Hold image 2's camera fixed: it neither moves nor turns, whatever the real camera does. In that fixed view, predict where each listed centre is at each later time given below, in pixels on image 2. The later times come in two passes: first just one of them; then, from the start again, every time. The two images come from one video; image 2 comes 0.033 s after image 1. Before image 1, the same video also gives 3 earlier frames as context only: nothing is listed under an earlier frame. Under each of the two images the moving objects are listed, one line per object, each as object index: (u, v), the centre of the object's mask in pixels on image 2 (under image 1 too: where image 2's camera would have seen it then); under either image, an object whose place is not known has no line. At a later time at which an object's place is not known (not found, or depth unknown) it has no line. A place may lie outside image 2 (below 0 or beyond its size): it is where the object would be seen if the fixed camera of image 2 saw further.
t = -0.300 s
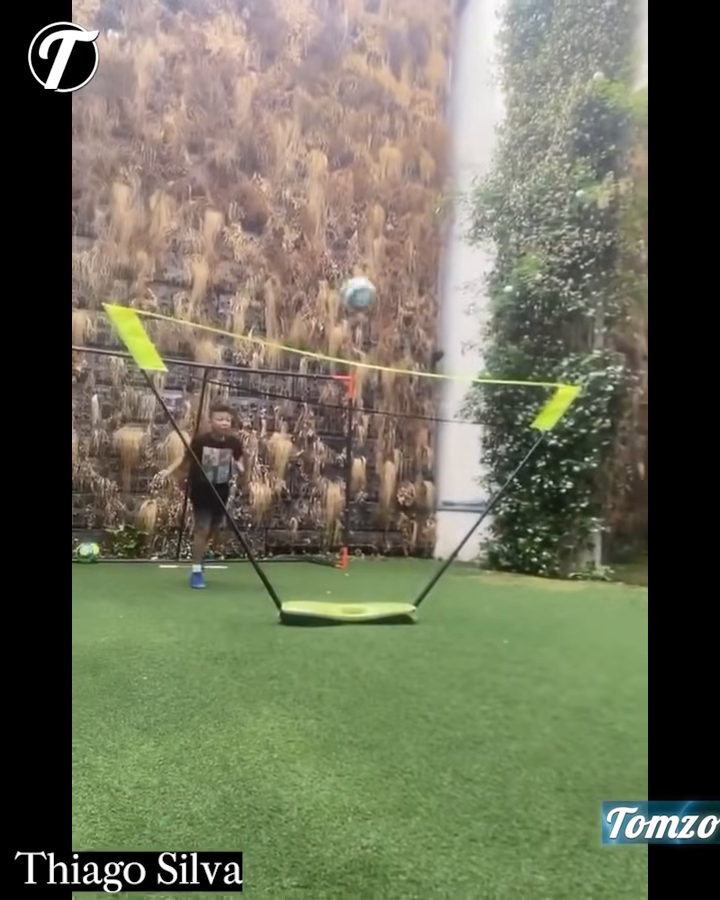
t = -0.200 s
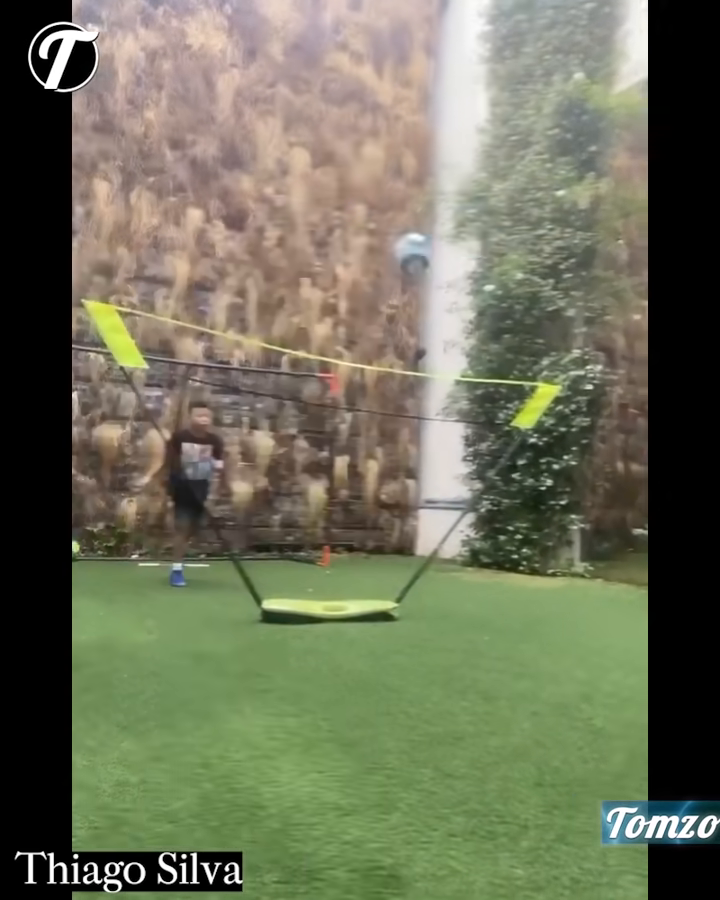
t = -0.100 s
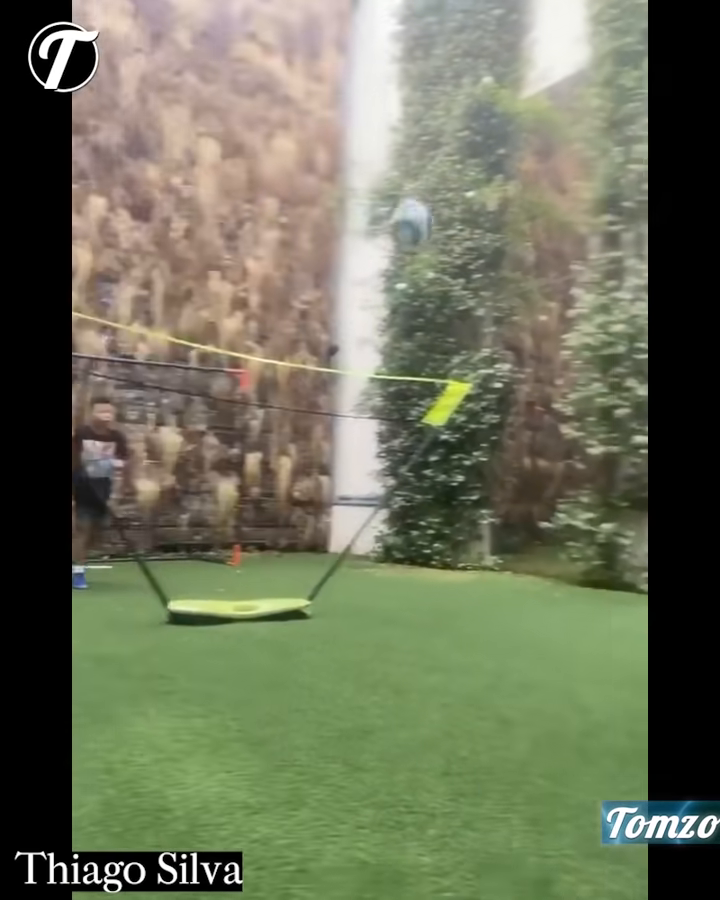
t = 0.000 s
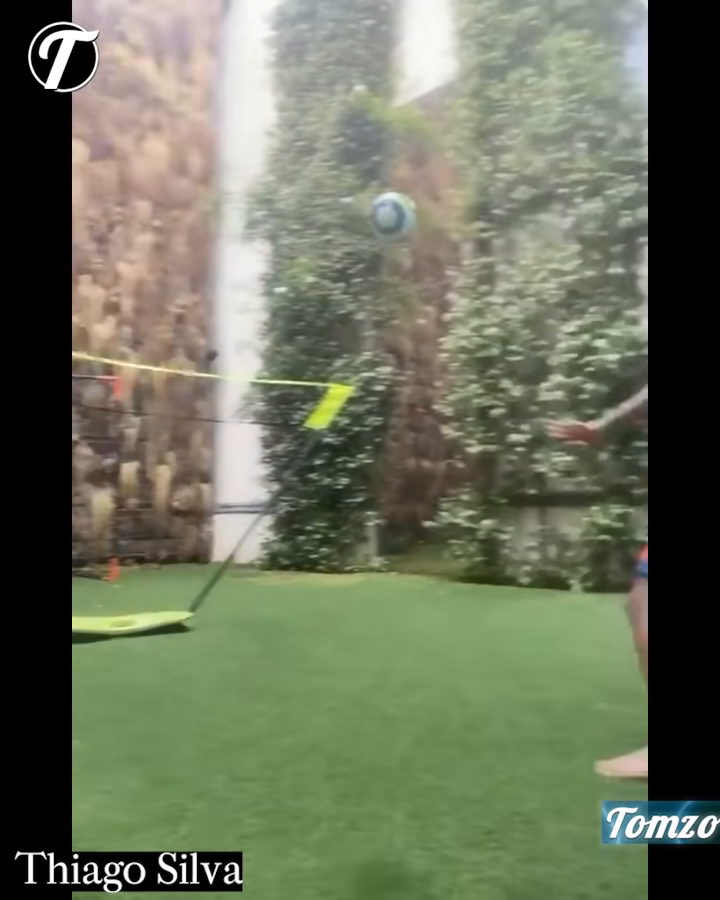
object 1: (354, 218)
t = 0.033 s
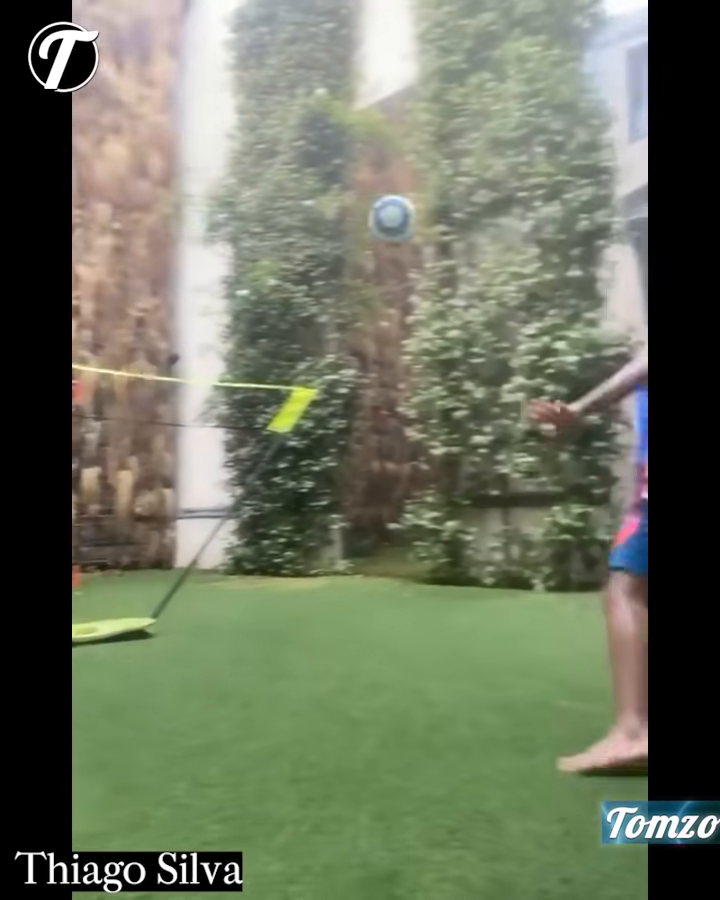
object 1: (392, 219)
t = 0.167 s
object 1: (571, 247)
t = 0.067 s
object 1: (434, 223)
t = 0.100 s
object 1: (477, 226)
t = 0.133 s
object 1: (521, 234)
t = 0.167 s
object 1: (571, 247)
